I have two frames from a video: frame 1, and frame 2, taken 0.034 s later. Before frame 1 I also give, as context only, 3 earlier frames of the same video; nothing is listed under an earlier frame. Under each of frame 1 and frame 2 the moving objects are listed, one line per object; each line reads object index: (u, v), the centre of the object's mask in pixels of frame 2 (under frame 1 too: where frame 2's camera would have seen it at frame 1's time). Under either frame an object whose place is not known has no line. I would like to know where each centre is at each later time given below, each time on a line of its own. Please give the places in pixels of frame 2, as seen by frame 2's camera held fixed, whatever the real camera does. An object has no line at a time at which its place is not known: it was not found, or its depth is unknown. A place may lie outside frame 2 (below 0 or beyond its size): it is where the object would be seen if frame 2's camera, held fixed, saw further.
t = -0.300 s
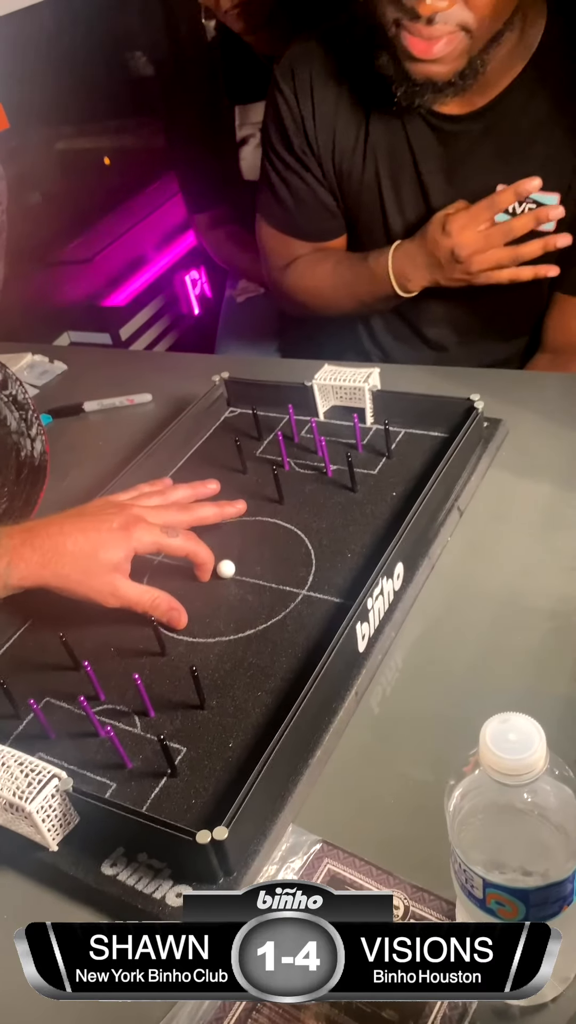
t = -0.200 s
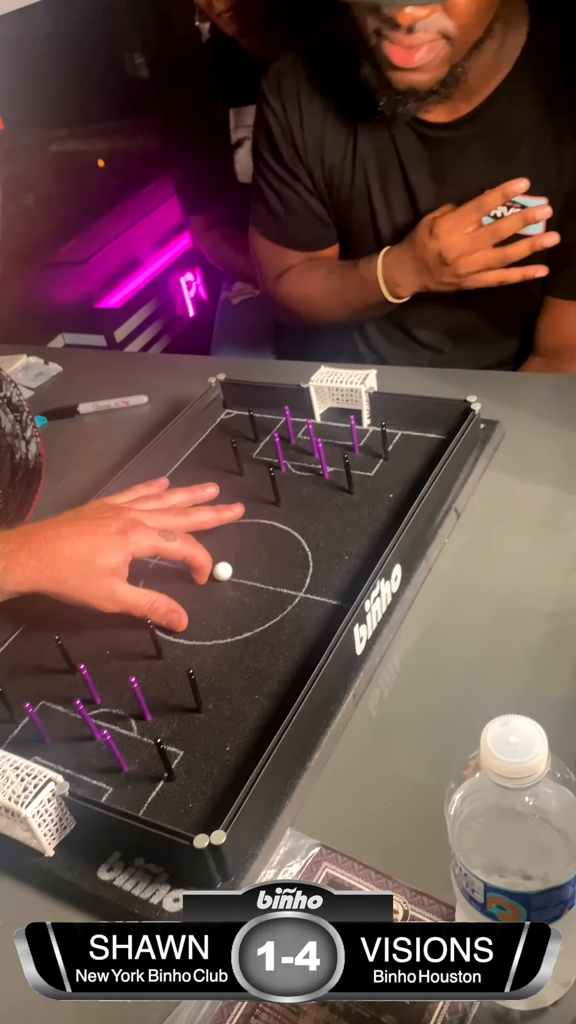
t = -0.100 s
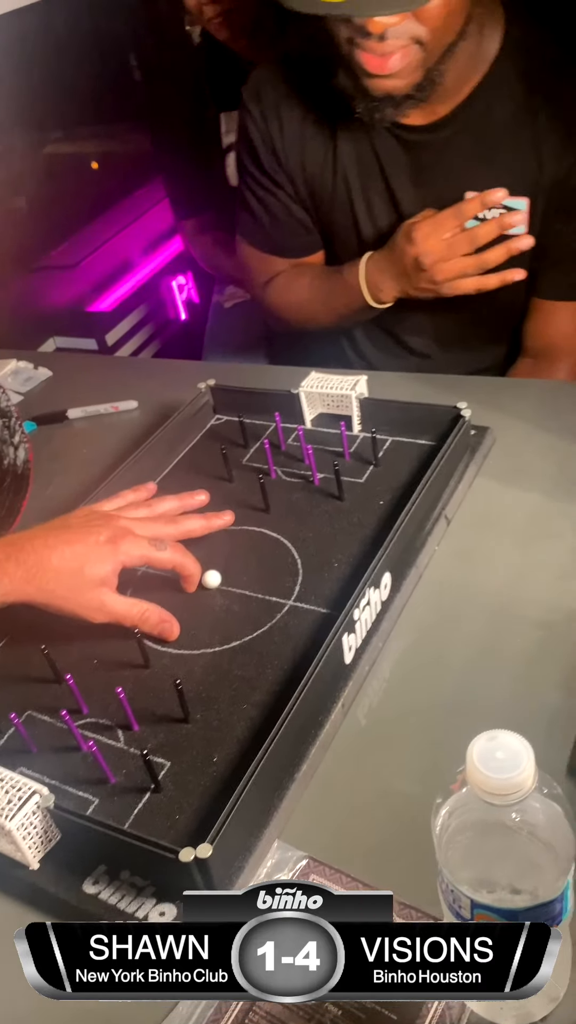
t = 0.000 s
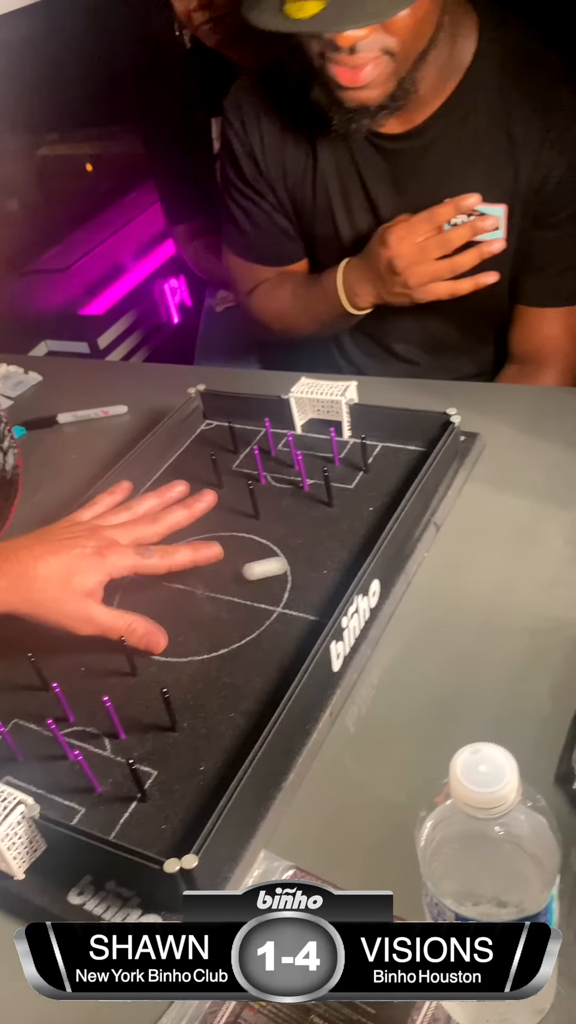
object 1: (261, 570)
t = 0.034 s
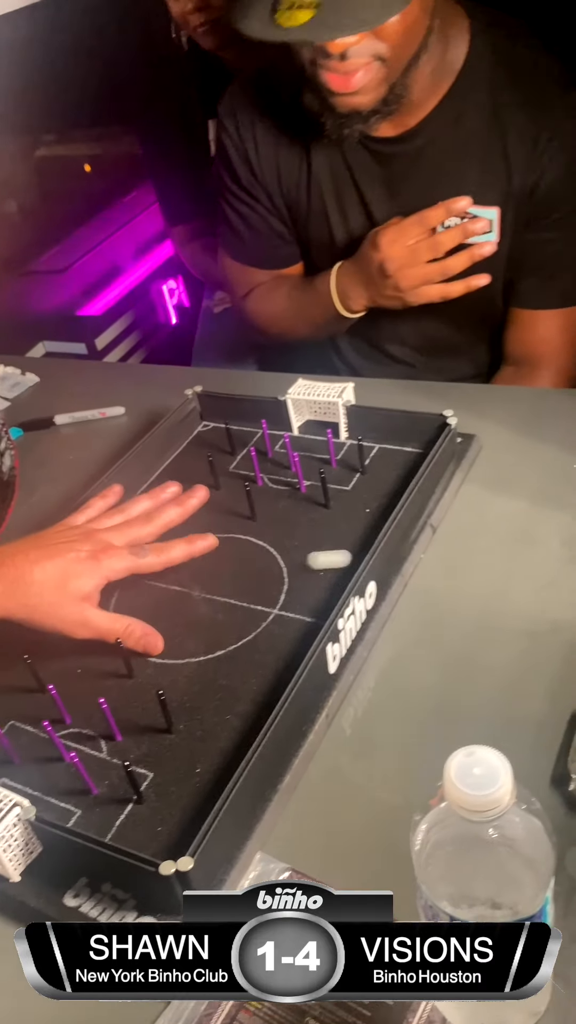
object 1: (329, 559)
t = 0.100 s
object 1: (380, 519)
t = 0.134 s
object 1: (374, 507)
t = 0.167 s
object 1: (364, 490)
